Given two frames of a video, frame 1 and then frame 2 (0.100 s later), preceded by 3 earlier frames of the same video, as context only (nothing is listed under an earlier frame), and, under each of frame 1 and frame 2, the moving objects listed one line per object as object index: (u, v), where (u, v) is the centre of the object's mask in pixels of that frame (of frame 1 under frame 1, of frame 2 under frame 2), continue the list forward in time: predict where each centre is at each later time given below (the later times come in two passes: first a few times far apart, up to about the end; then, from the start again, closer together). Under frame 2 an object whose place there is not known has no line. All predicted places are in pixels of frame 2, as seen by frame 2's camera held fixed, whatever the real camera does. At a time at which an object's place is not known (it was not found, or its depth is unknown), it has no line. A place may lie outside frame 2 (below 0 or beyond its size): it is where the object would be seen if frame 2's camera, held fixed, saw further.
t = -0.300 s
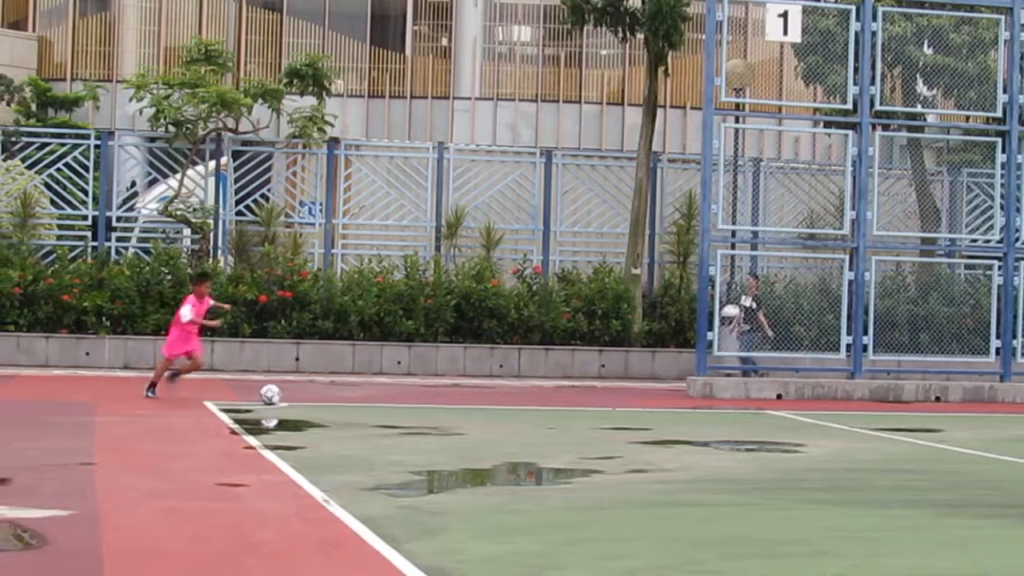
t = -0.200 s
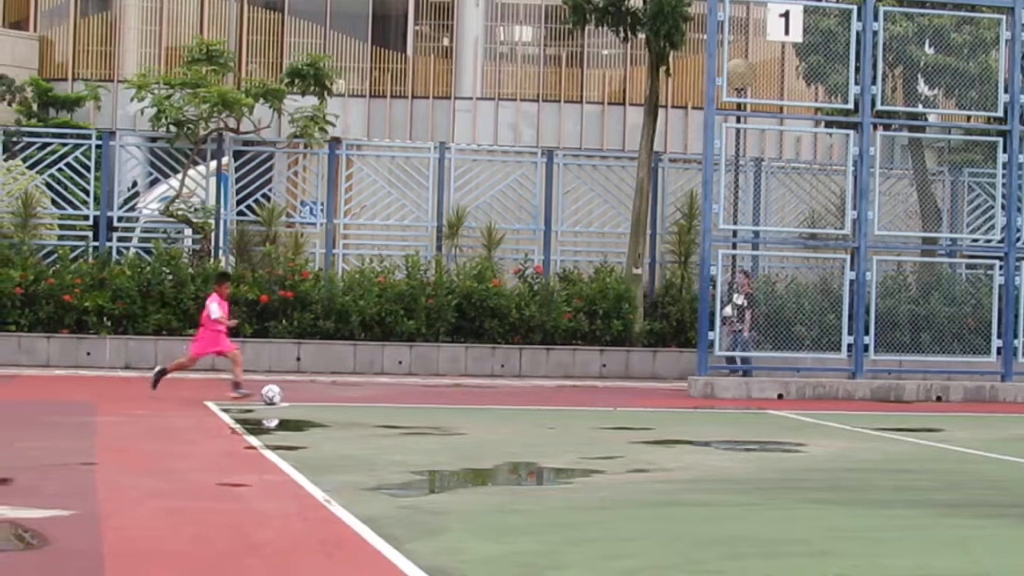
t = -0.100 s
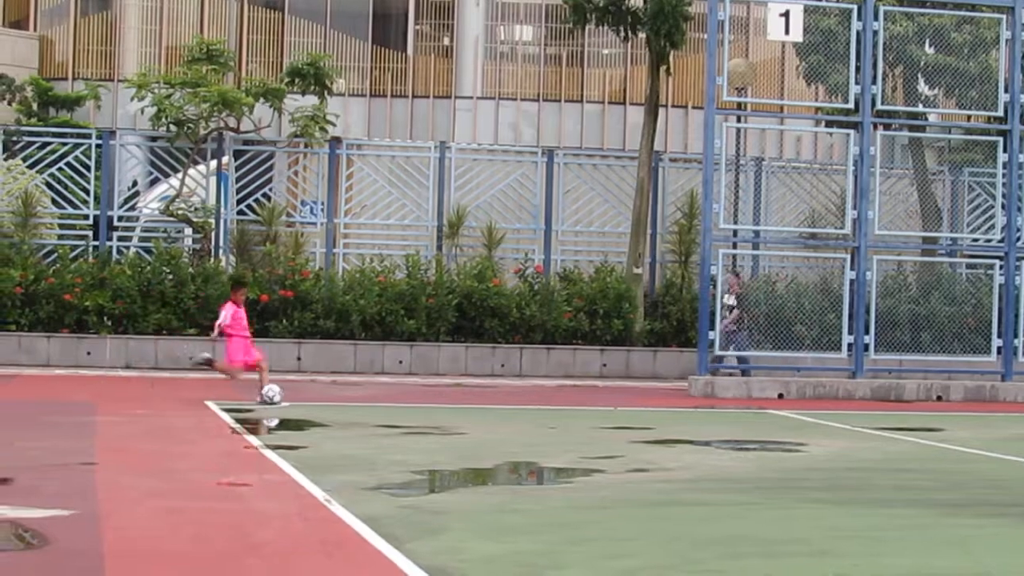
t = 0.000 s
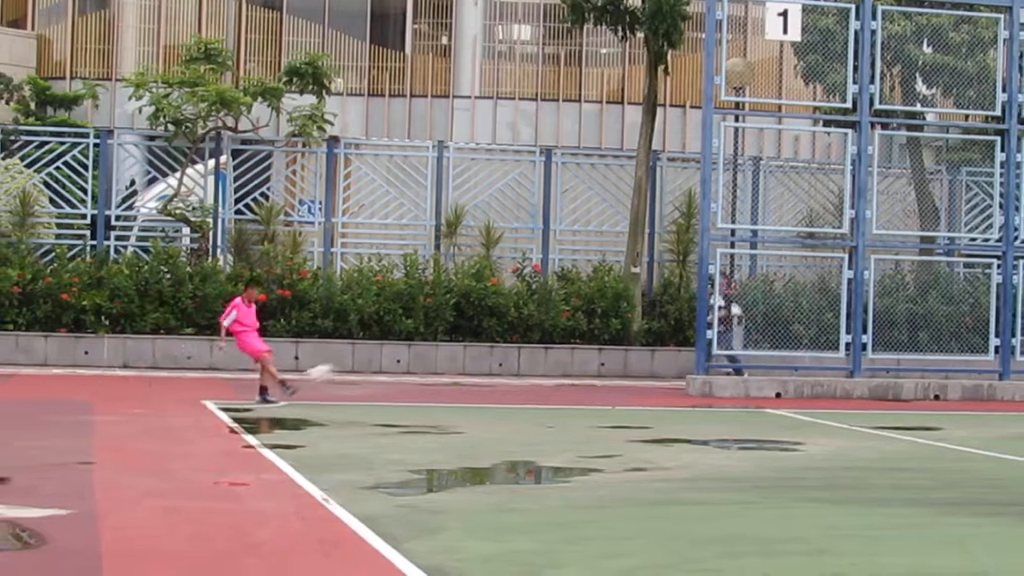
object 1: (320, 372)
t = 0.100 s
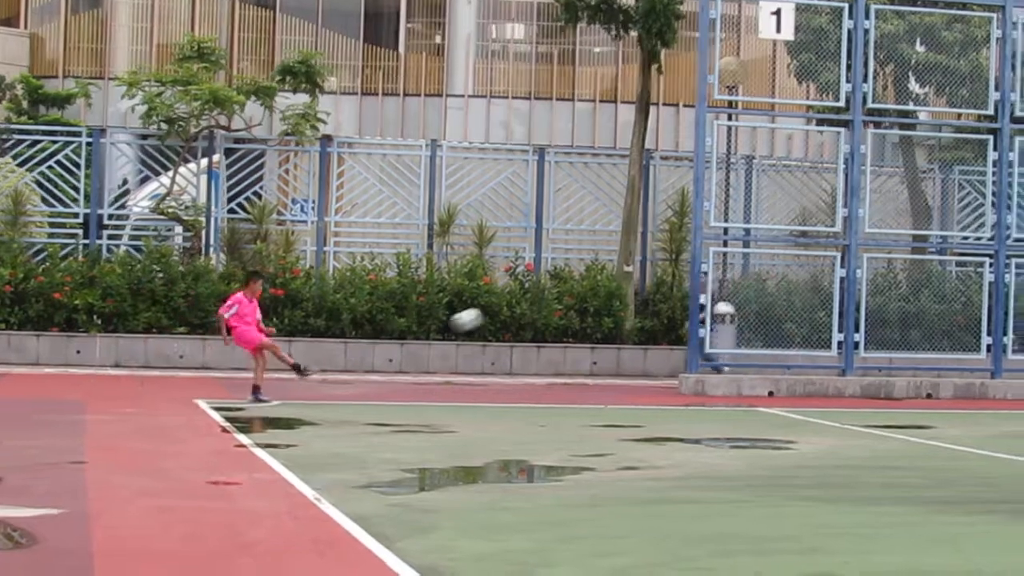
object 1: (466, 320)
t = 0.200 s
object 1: (612, 272)
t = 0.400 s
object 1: (890, 199)
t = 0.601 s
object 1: (1141, 151)
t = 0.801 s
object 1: (1386, 137)
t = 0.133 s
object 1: (515, 304)
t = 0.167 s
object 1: (564, 287)
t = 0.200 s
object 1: (612, 272)
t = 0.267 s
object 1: (706, 245)
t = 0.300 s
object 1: (754, 232)
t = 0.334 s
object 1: (799, 221)
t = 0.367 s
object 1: (845, 209)
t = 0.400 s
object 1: (890, 199)
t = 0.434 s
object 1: (932, 189)
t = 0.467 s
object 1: (975, 180)
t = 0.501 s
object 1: (1017, 171)
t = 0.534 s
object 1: (1059, 165)
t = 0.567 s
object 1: (1101, 157)
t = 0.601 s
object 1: (1141, 151)
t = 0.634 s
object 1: (1182, 147)
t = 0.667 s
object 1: (1223, 144)
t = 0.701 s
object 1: (1264, 141)
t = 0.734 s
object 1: (1304, 138)
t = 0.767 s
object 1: (1344, 138)
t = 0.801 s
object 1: (1386, 137)
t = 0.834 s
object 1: (1427, 137)
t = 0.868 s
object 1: (1468, 137)
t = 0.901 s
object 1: (1508, 138)
